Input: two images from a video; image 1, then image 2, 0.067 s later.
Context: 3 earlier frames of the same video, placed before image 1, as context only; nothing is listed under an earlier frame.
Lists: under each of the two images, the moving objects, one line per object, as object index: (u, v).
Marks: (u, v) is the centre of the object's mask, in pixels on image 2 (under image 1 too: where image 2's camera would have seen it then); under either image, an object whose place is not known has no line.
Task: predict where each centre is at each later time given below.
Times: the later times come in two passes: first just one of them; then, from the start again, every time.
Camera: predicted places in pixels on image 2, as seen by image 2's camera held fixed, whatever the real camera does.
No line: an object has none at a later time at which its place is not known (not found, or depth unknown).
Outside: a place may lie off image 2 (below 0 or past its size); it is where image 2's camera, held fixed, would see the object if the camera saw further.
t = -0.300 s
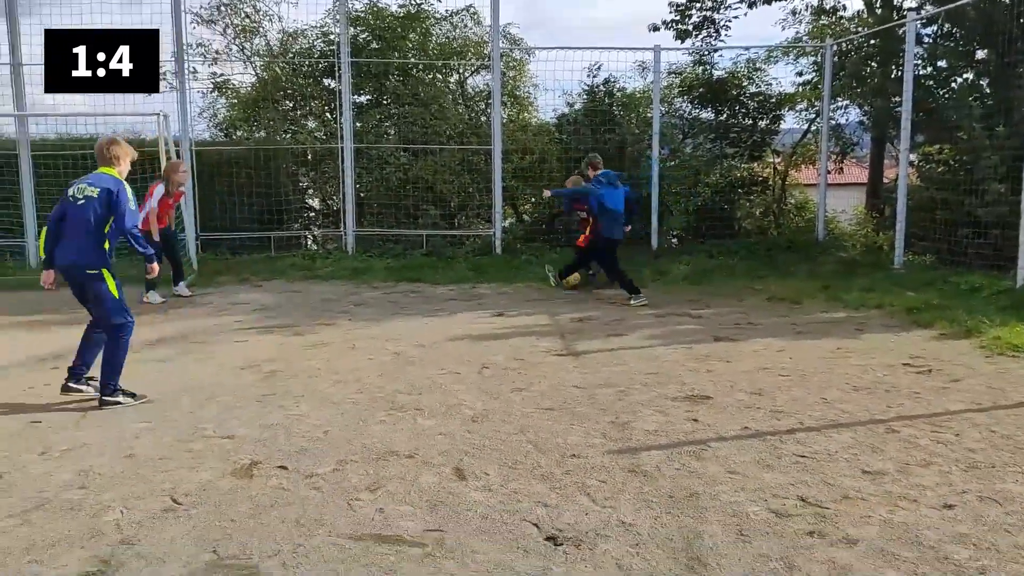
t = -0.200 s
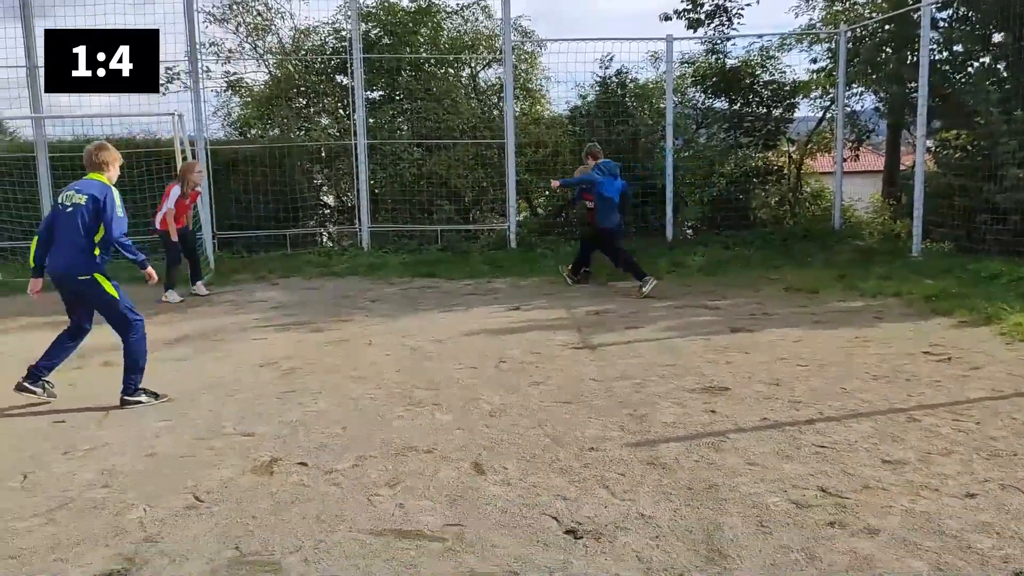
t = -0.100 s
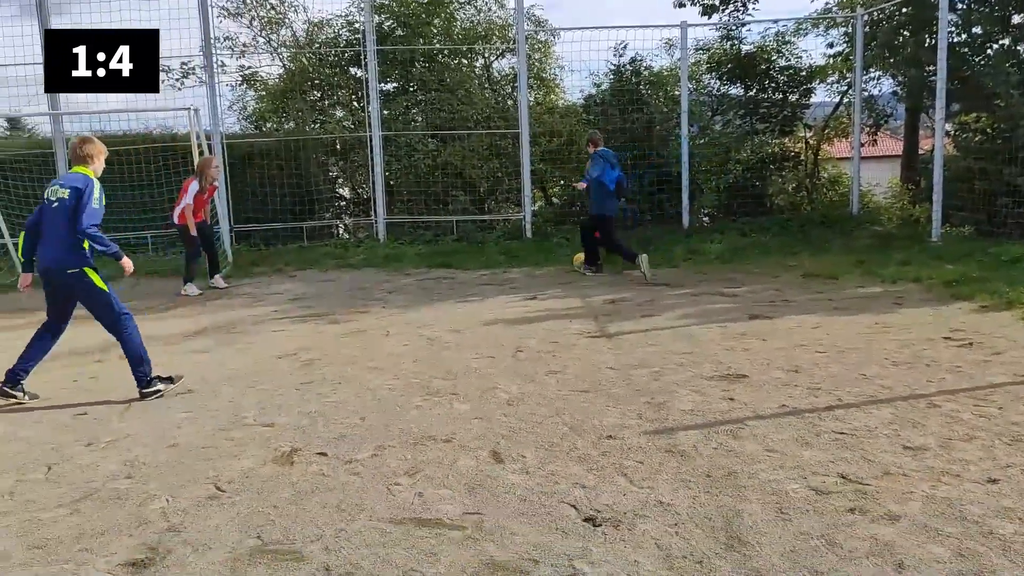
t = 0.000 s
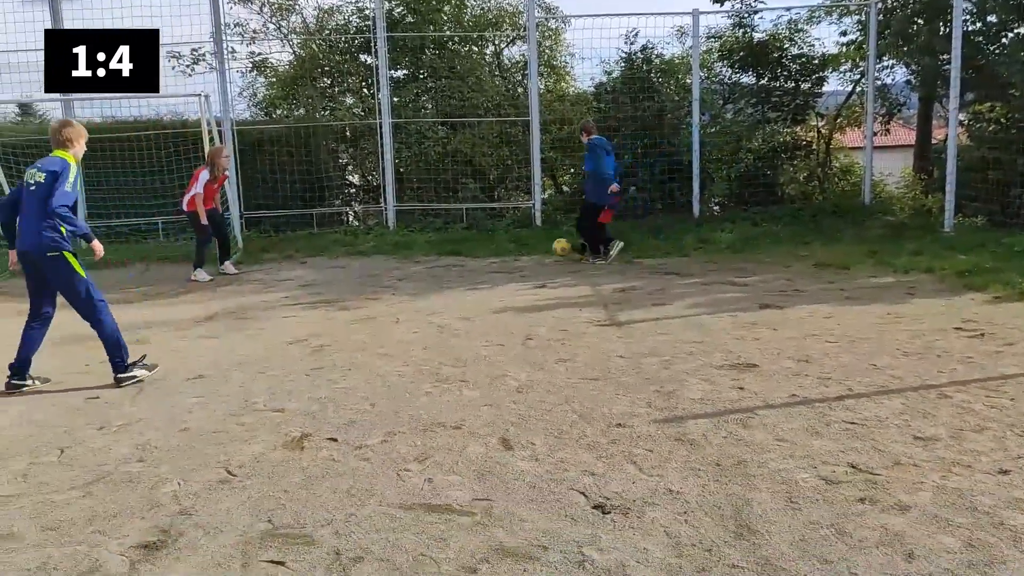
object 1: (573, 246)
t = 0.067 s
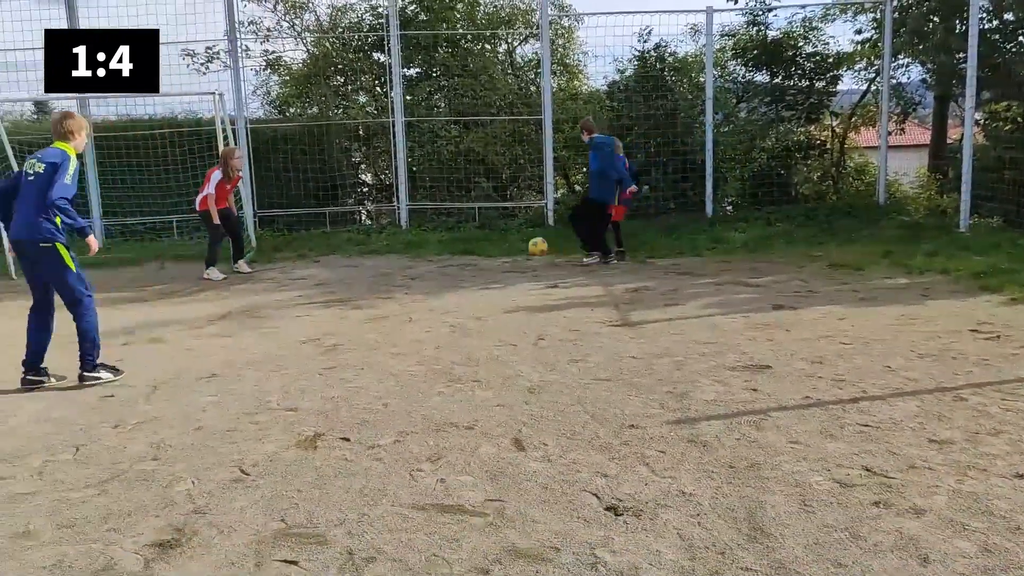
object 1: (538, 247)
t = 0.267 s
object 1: (418, 269)
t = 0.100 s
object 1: (519, 247)
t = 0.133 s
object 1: (500, 250)
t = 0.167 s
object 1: (480, 253)
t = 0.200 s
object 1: (460, 257)
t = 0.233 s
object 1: (440, 262)
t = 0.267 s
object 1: (418, 269)
